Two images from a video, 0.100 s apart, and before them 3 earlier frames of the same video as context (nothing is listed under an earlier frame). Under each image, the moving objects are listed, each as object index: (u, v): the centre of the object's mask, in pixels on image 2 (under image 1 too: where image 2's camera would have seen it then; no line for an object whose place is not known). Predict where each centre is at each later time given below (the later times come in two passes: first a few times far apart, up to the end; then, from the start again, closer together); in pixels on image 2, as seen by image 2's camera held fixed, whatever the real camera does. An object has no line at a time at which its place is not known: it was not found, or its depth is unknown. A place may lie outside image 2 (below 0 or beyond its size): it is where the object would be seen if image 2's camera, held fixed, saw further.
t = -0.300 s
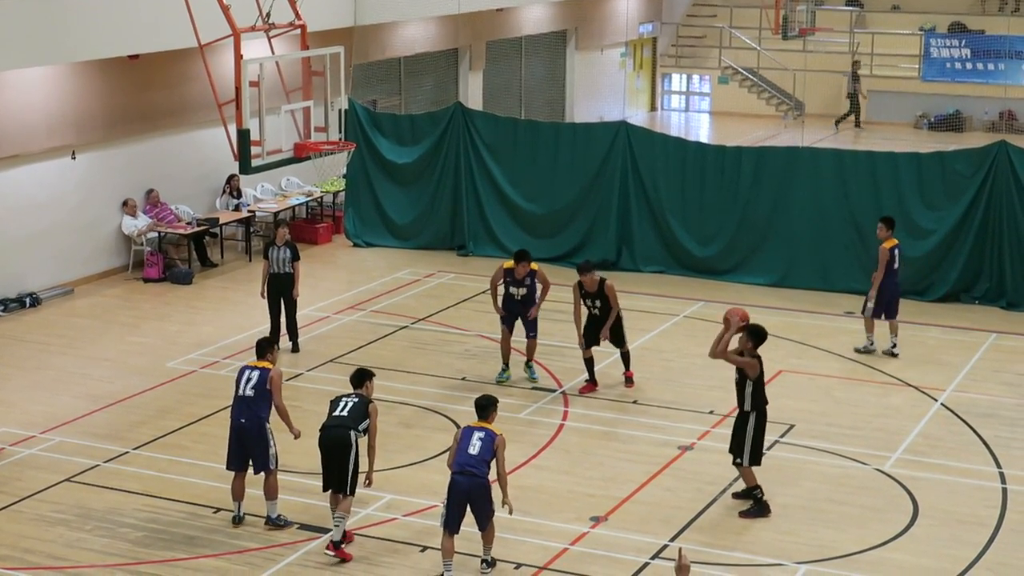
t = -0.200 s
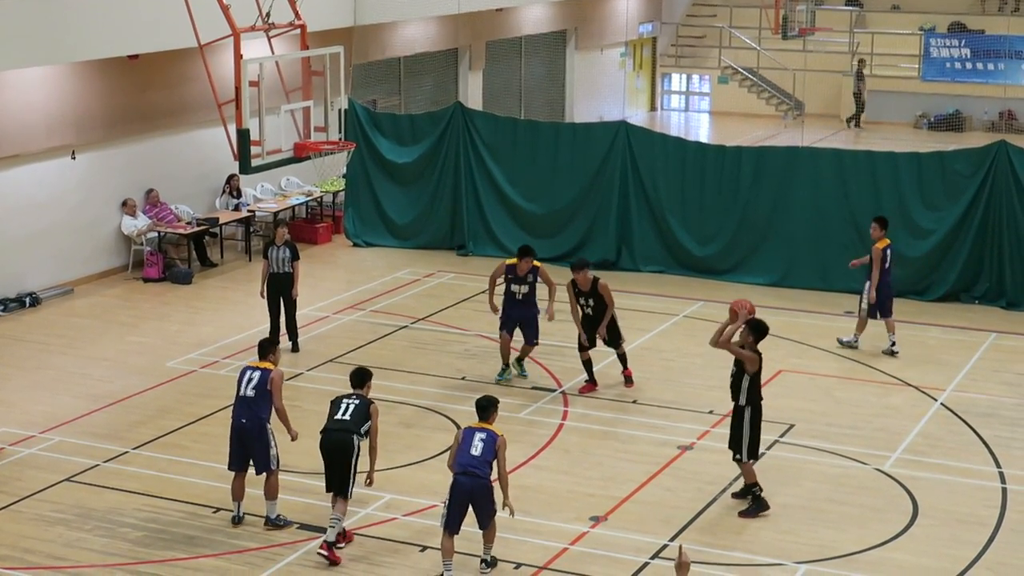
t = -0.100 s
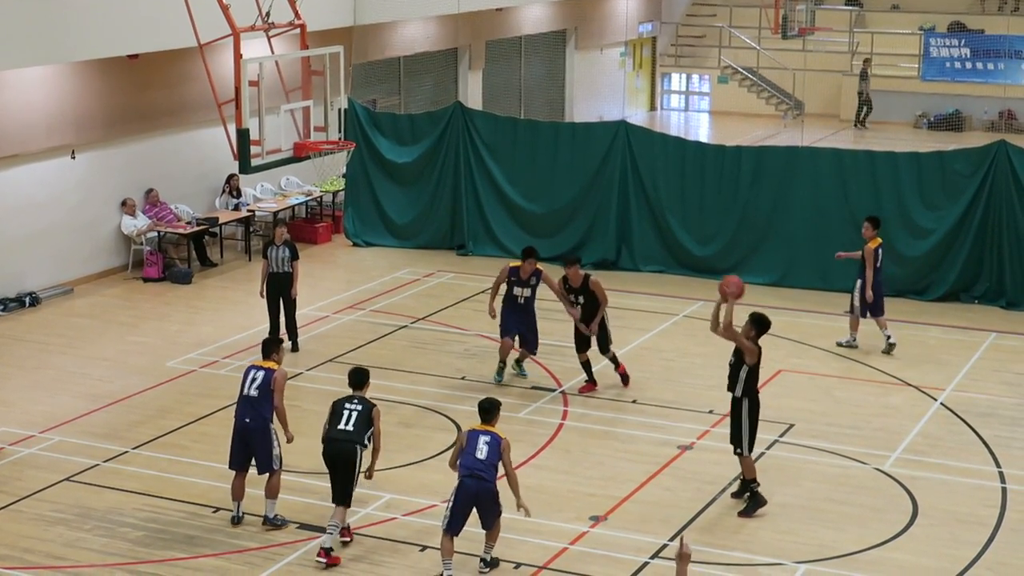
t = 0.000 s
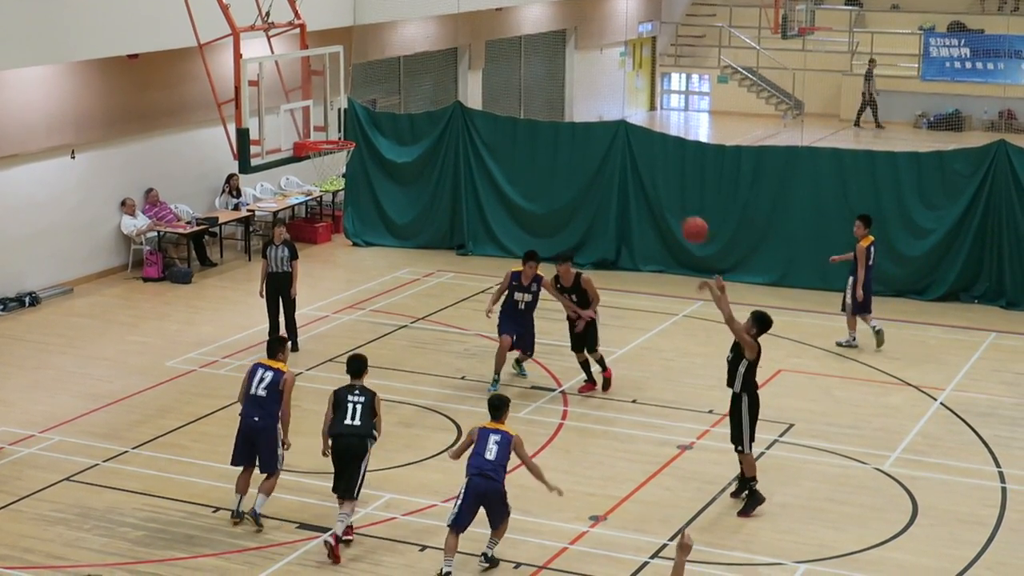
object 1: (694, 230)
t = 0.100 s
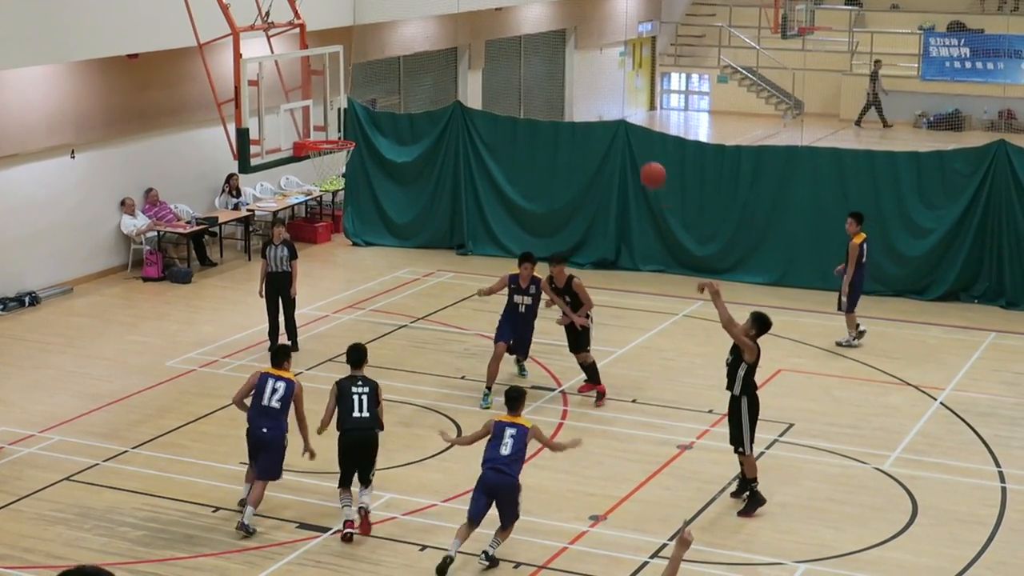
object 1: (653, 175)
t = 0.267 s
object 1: (584, 109)
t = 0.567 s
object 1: (467, 63)
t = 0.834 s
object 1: (370, 99)
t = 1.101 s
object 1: (324, 166)
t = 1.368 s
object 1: (355, 201)
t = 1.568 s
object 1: (379, 268)
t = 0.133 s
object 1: (639, 160)
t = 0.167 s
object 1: (625, 145)
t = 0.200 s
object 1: (612, 132)
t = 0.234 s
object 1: (598, 120)
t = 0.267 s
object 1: (584, 109)
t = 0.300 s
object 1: (571, 99)
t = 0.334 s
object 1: (558, 90)
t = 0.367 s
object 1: (545, 83)
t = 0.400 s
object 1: (532, 77)
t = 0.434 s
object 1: (519, 71)
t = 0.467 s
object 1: (505, 68)
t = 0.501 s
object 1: (493, 65)
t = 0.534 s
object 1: (480, 64)
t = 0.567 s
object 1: (467, 63)
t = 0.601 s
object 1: (454, 64)
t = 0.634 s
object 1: (442, 65)
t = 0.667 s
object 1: (429, 68)
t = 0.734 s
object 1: (405, 77)
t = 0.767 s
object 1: (393, 83)
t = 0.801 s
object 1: (381, 91)
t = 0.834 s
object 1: (370, 99)
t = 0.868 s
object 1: (358, 108)
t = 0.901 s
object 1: (347, 118)
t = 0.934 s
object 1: (335, 130)
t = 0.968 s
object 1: (324, 138)
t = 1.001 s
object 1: (323, 152)
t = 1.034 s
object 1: (321, 159)
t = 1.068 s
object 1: (321, 163)
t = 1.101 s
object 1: (324, 166)
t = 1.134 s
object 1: (328, 167)
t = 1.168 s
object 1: (332, 169)
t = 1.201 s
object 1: (336, 172)
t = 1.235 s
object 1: (340, 175)
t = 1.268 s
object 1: (344, 181)
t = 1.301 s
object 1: (348, 186)
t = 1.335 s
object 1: (352, 193)
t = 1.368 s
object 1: (355, 201)
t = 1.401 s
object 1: (359, 210)
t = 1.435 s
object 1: (363, 219)
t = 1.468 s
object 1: (367, 230)
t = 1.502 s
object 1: (371, 242)
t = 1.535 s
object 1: (375, 255)
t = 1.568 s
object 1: (379, 268)
